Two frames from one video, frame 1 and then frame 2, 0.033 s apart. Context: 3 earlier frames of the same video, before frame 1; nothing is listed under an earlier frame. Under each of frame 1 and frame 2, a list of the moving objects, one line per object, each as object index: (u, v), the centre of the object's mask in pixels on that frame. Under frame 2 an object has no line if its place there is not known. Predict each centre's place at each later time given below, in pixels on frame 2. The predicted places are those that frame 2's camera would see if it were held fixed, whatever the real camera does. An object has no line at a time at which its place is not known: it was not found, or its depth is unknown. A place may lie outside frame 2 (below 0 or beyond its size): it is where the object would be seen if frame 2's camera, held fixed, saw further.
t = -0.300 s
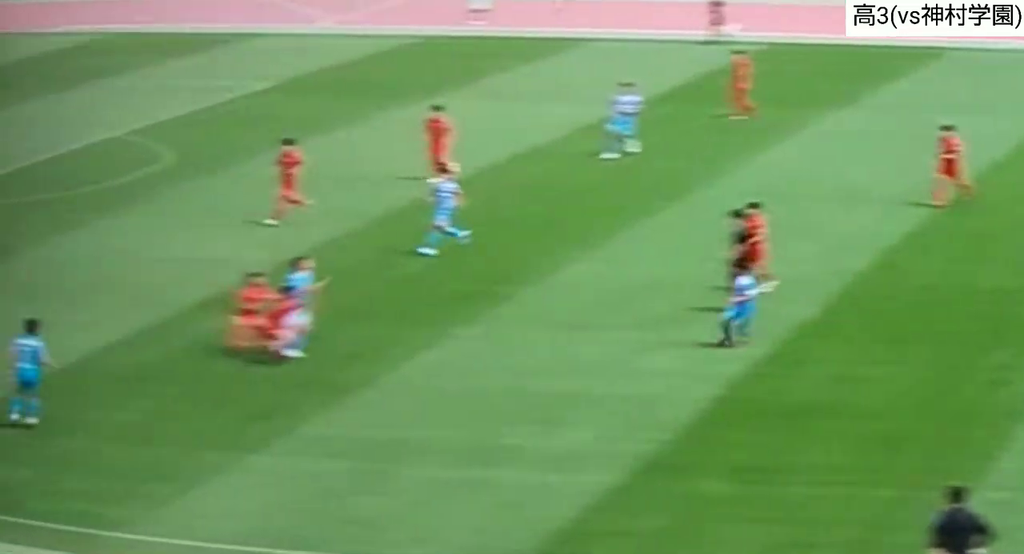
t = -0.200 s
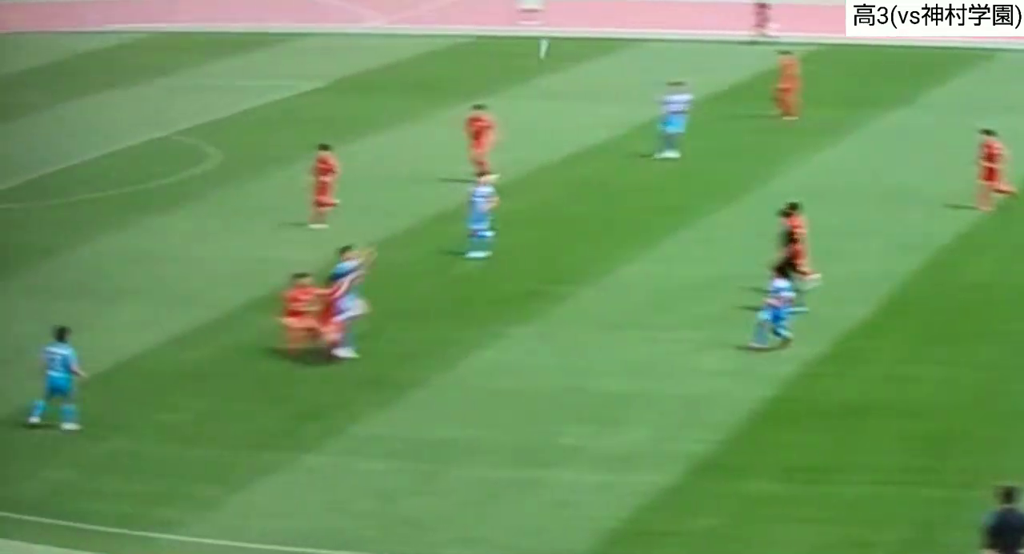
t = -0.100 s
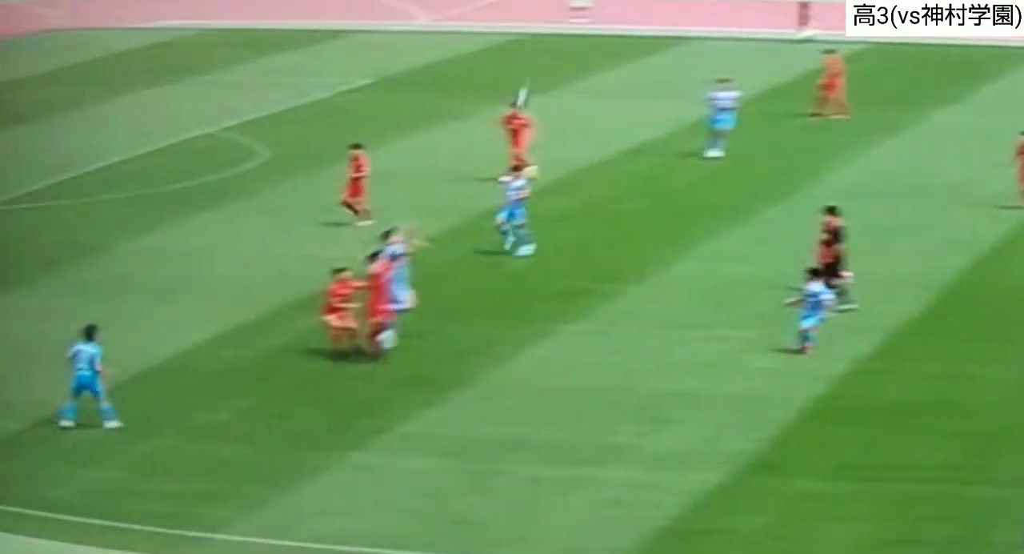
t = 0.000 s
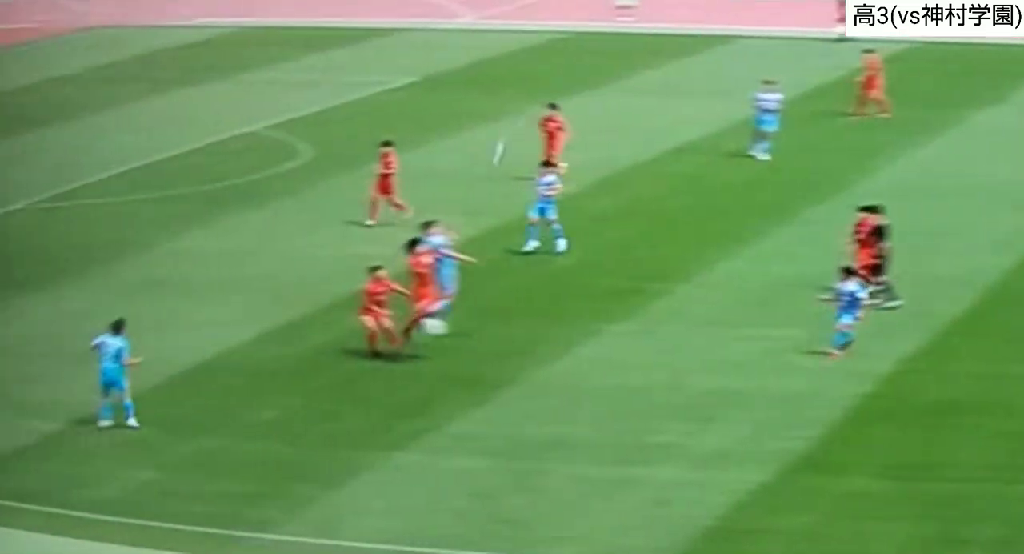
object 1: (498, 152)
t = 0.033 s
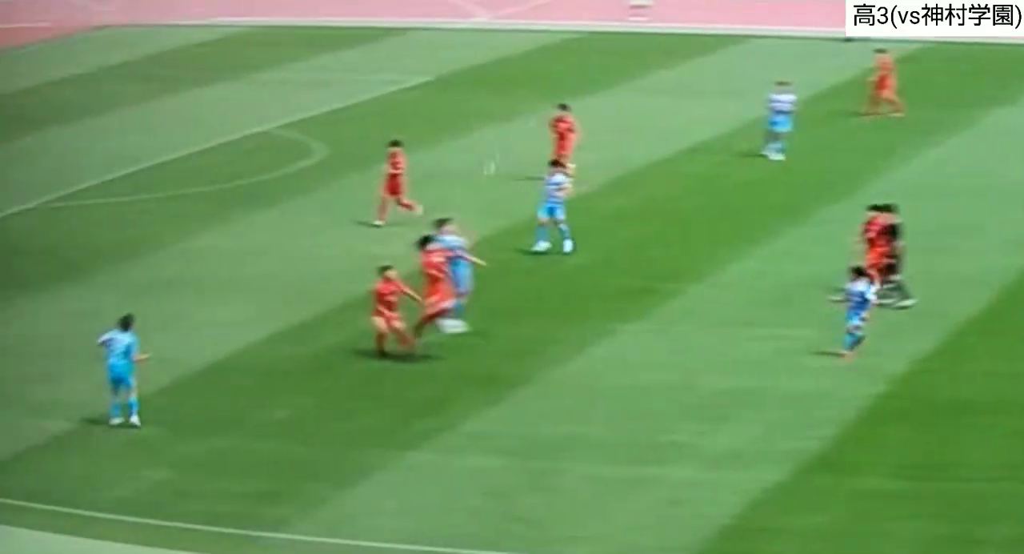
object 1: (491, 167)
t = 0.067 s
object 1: (465, 193)
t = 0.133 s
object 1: (419, 226)
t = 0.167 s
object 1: (398, 241)
